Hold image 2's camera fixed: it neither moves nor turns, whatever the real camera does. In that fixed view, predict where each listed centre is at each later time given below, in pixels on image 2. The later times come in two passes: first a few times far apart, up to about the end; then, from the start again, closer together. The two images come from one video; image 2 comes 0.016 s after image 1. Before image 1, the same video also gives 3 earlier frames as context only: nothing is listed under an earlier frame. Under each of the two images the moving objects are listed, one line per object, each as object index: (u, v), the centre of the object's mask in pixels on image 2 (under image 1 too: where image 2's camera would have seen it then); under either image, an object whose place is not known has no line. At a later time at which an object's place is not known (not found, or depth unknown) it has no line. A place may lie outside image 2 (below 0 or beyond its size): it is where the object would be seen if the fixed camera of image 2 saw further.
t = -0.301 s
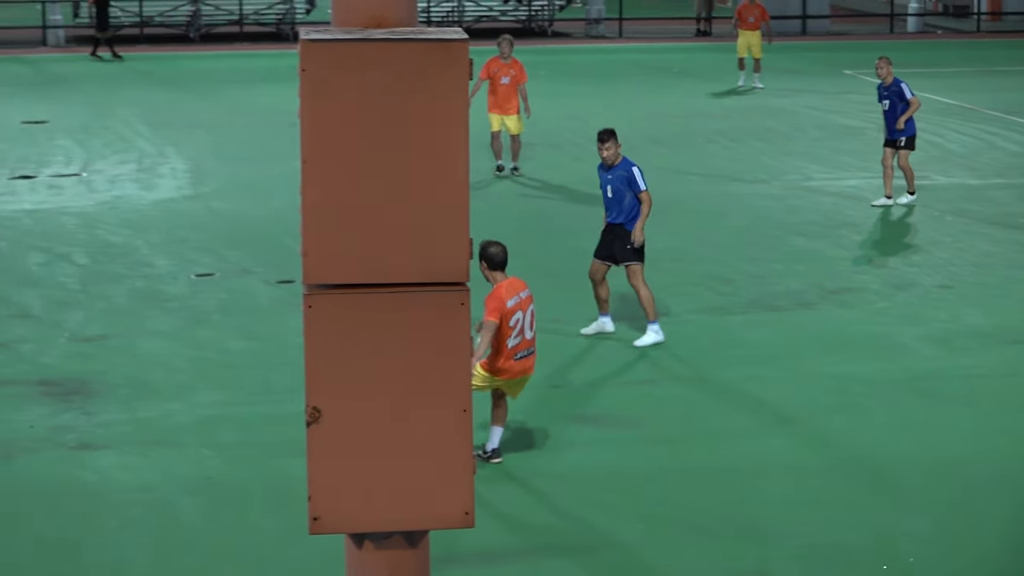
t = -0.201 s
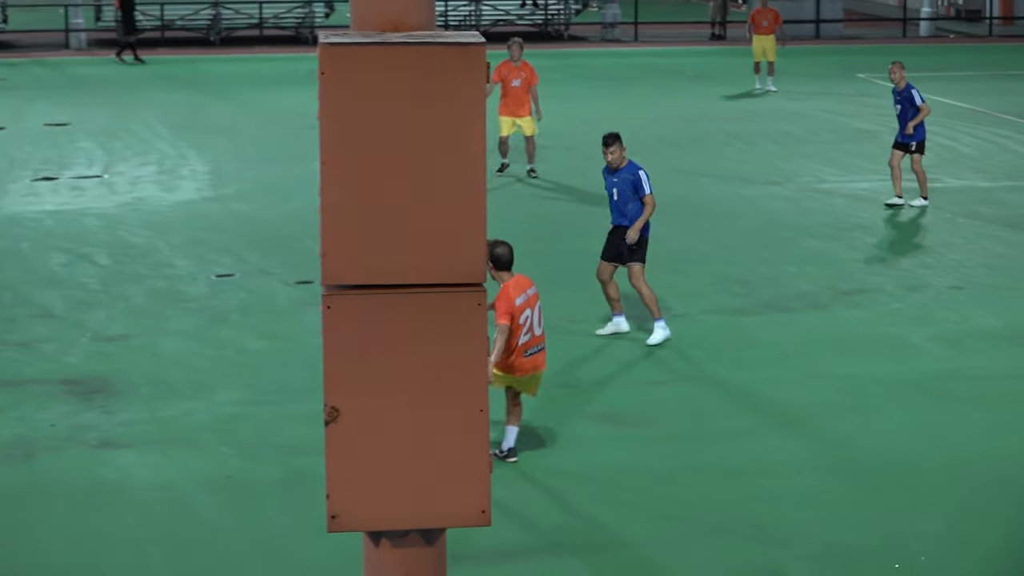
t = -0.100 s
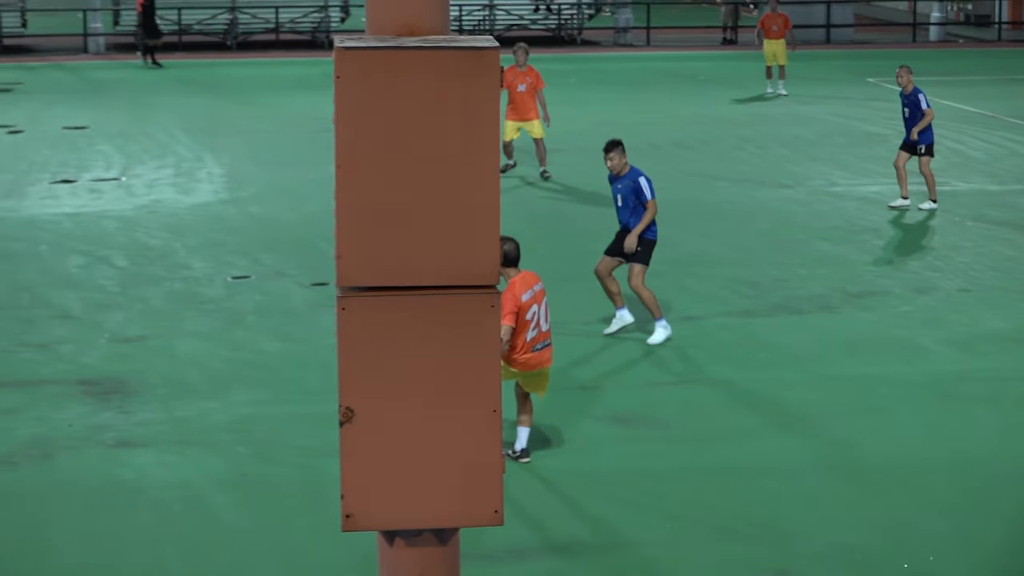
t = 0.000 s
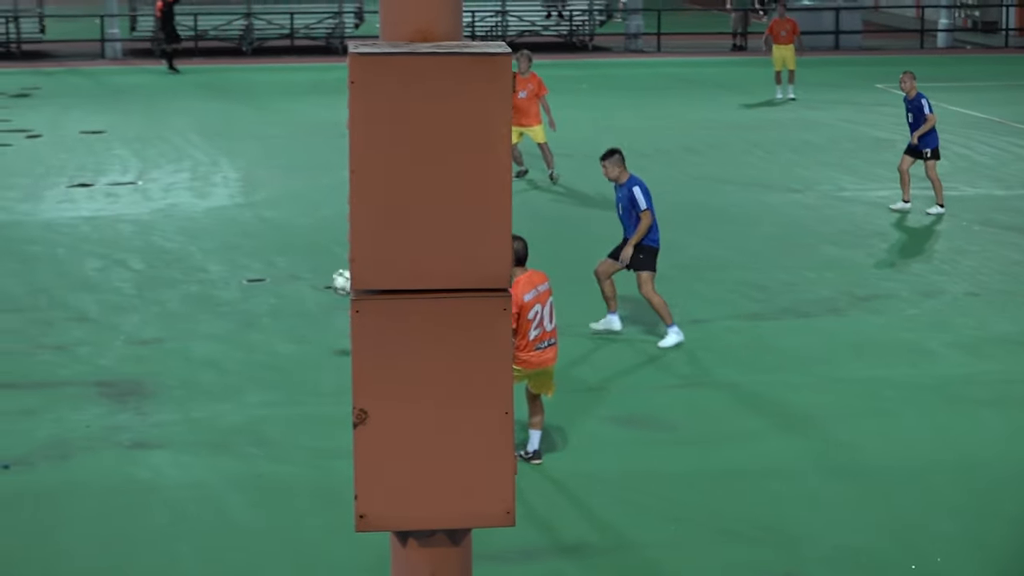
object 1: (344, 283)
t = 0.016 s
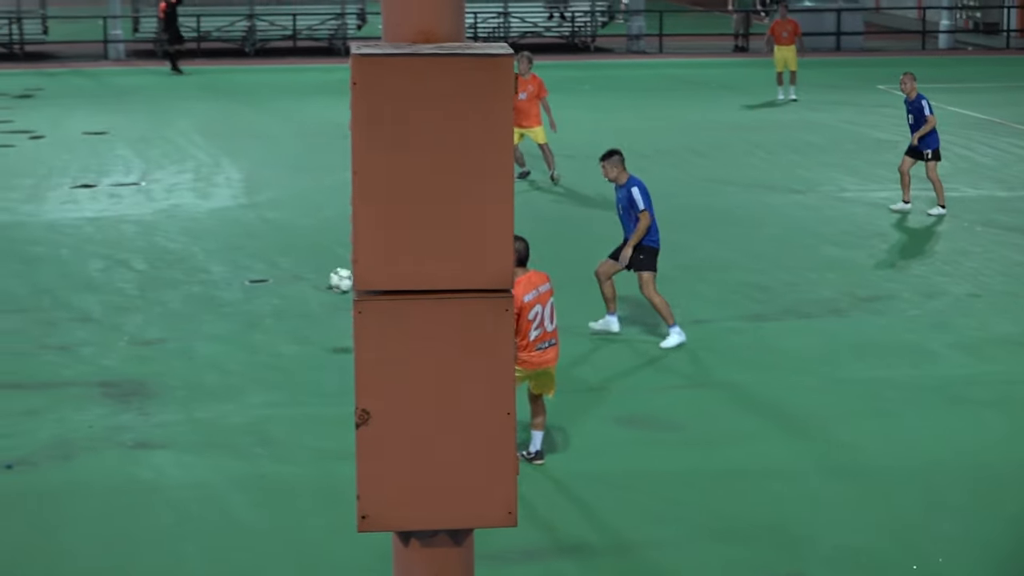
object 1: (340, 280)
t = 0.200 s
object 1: (293, 278)
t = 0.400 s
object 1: (256, 284)
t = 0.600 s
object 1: (233, 238)
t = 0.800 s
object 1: (213, 231)
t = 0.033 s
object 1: (337, 278)
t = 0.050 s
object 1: (333, 277)
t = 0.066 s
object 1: (327, 276)
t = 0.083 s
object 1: (323, 275)
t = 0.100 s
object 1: (319, 275)
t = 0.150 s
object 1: (305, 275)
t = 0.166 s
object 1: (302, 276)
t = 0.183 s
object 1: (297, 277)
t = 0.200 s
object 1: (293, 278)
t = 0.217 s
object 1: (290, 280)
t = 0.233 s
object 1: (286, 282)
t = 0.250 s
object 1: (283, 284)
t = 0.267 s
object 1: (279, 287)
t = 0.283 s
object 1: (276, 289)
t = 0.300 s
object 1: (272, 293)
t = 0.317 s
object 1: (269, 296)
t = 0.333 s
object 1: (266, 299)
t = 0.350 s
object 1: (262, 303)
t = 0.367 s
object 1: (260, 297)
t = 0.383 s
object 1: (258, 290)
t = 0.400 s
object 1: (256, 284)
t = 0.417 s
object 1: (254, 279)
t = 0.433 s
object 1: (252, 273)
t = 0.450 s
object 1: (250, 268)
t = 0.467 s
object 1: (248, 264)
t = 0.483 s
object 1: (247, 259)
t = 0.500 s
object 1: (244, 255)
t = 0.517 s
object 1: (242, 252)
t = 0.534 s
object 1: (240, 248)
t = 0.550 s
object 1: (239, 245)
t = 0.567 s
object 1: (237, 242)
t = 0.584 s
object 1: (235, 240)
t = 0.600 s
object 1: (233, 238)
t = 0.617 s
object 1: (231, 236)
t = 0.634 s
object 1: (229, 234)
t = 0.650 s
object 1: (228, 232)
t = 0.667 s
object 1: (226, 231)
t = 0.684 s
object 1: (225, 230)
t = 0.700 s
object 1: (223, 230)
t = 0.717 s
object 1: (221, 230)
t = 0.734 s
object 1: (219, 229)
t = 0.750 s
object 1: (217, 230)
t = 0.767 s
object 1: (215, 230)
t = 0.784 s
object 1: (214, 230)
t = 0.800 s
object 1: (213, 231)
